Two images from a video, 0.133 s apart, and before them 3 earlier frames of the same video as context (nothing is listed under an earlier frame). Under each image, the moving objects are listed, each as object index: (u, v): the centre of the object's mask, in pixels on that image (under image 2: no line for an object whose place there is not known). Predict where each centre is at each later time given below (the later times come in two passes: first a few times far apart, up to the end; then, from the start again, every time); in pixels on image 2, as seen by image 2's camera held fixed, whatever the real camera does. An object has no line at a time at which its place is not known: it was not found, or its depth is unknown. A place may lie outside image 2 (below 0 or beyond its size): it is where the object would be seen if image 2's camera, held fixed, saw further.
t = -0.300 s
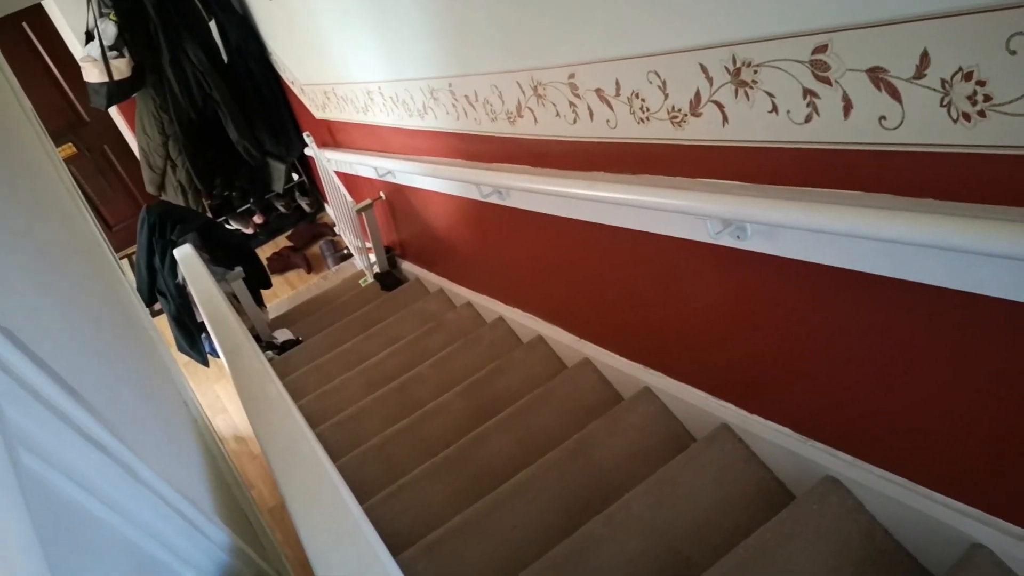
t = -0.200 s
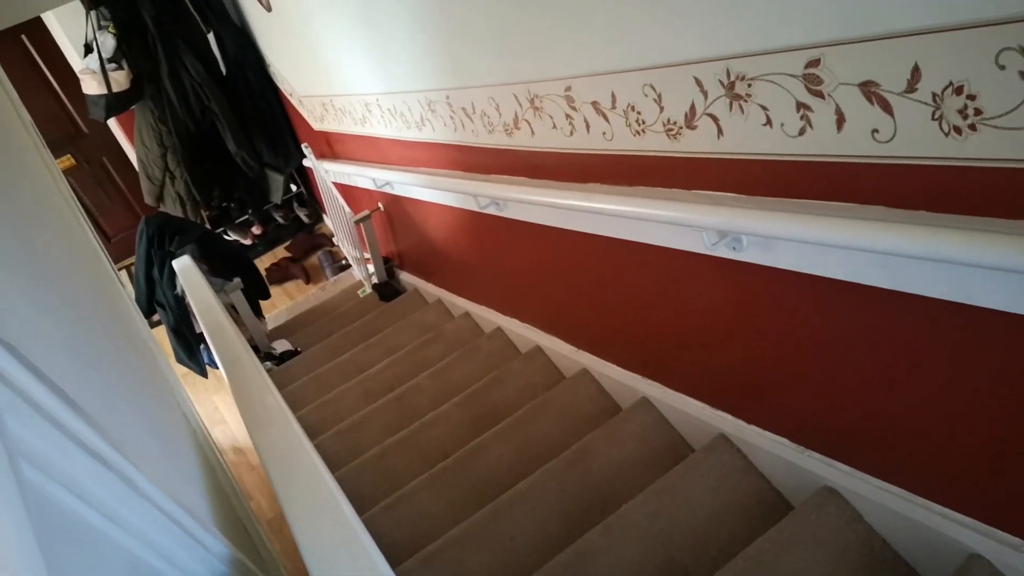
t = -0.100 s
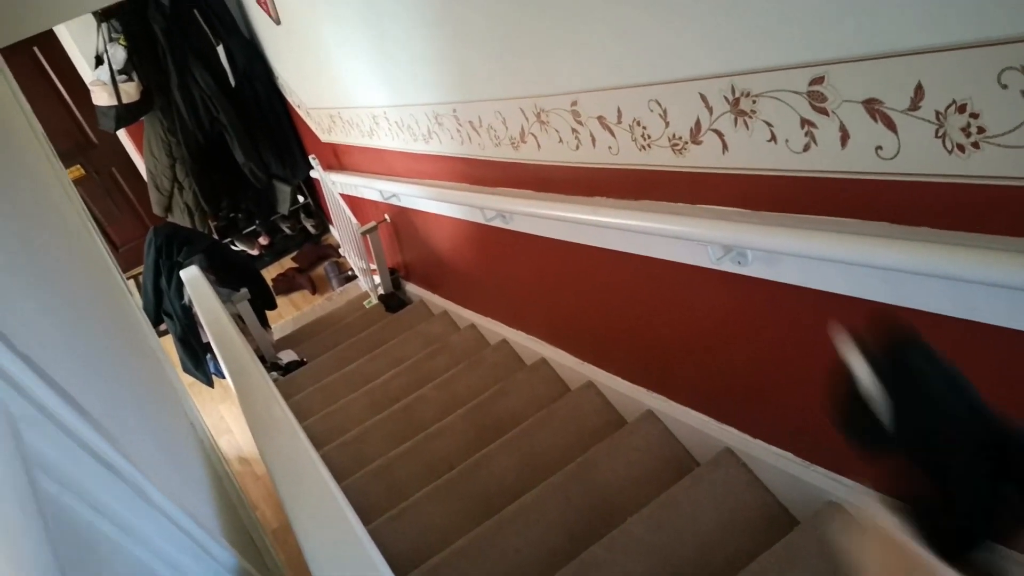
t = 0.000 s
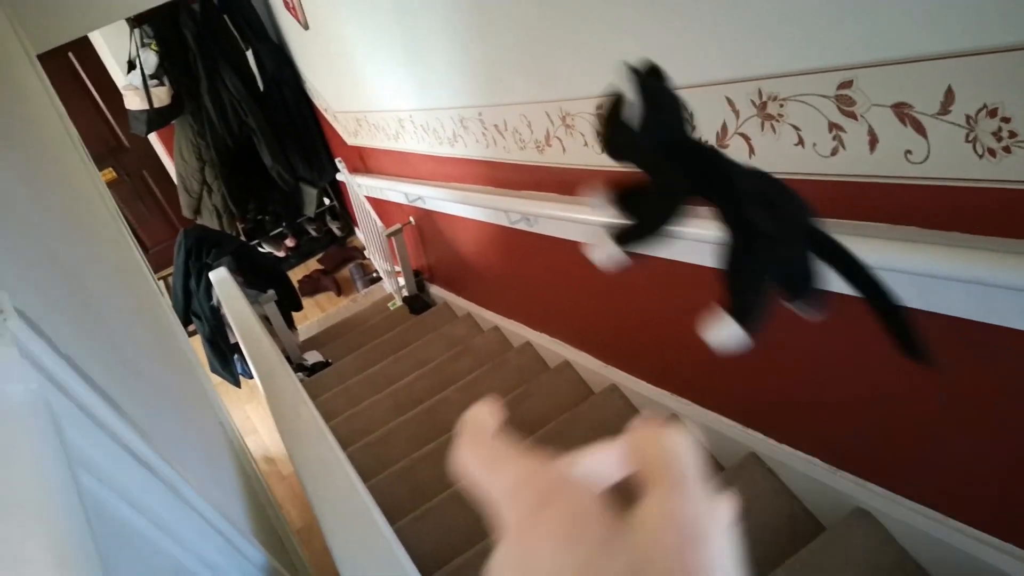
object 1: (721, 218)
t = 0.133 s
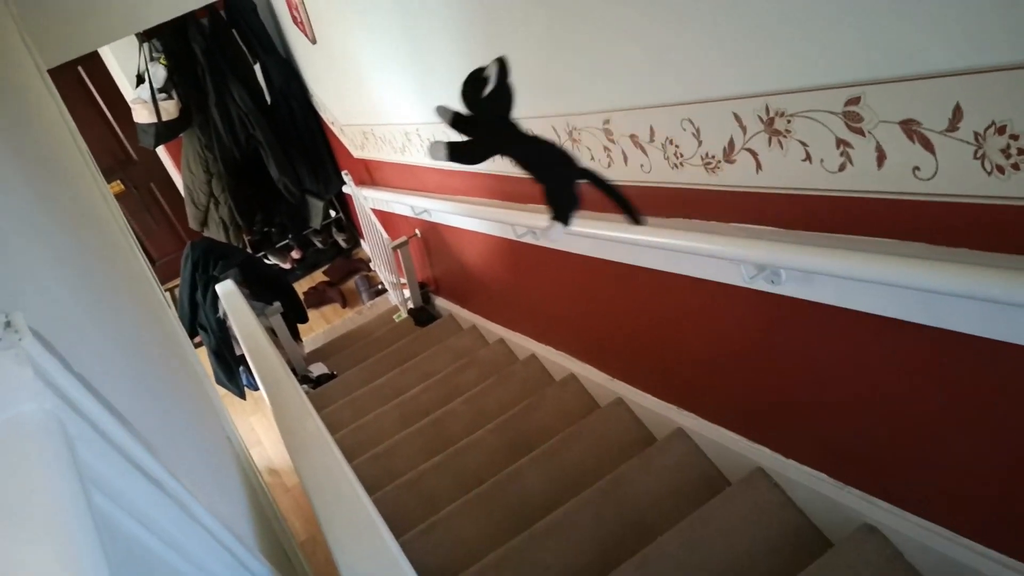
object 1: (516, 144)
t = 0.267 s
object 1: (454, 201)
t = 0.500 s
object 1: (439, 314)
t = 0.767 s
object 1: (426, 357)
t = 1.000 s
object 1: (408, 349)
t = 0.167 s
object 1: (493, 155)
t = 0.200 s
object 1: (475, 168)
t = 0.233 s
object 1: (463, 184)
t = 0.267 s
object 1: (454, 201)
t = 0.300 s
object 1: (448, 221)
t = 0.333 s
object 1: (443, 239)
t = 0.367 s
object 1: (440, 257)
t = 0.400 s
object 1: (440, 265)
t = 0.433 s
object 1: (438, 282)
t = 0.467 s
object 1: (437, 299)
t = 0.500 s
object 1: (439, 314)
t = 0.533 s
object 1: (439, 332)
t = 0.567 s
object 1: (439, 346)
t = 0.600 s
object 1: (439, 360)
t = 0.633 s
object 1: (439, 372)
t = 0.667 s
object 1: (425, 370)
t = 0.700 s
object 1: (427, 369)
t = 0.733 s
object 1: (427, 363)
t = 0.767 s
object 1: (426, 357)
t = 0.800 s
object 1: (424, 353)
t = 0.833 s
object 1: (421, 351)
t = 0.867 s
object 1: (420, 347)
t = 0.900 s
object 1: (417, 346)
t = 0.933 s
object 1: (413, 346)
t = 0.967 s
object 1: (411, 347)
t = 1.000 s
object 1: (408, 349)
